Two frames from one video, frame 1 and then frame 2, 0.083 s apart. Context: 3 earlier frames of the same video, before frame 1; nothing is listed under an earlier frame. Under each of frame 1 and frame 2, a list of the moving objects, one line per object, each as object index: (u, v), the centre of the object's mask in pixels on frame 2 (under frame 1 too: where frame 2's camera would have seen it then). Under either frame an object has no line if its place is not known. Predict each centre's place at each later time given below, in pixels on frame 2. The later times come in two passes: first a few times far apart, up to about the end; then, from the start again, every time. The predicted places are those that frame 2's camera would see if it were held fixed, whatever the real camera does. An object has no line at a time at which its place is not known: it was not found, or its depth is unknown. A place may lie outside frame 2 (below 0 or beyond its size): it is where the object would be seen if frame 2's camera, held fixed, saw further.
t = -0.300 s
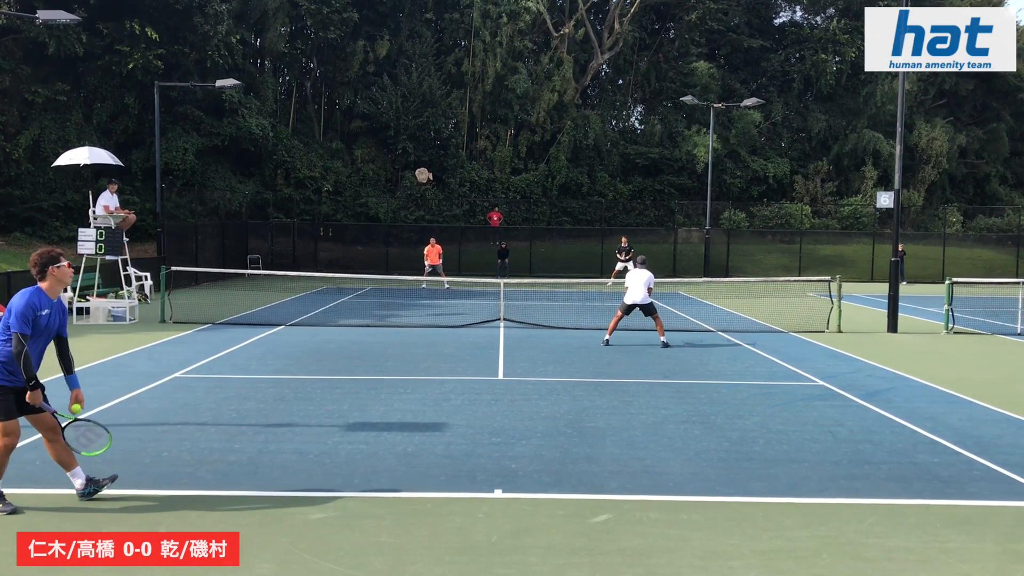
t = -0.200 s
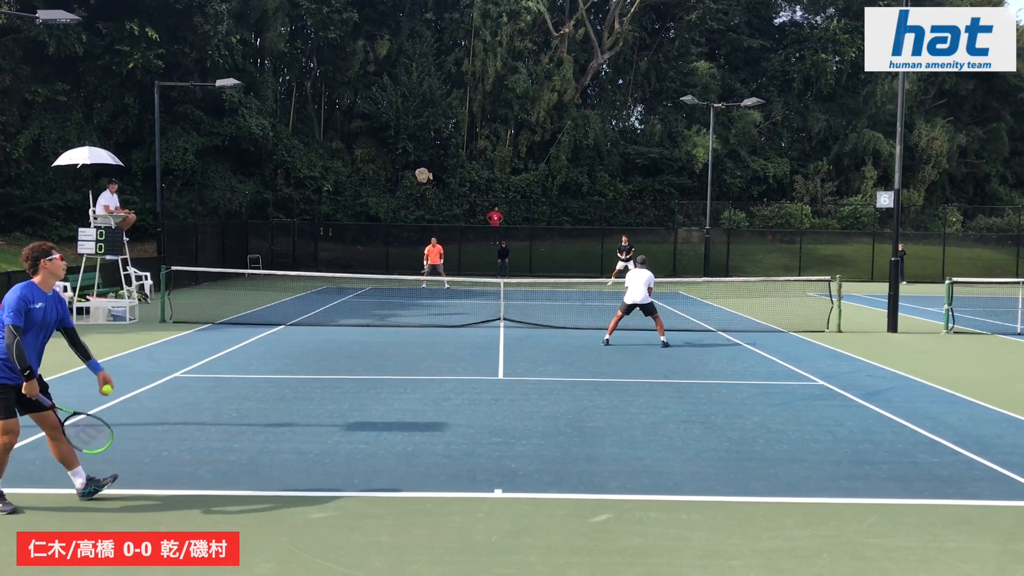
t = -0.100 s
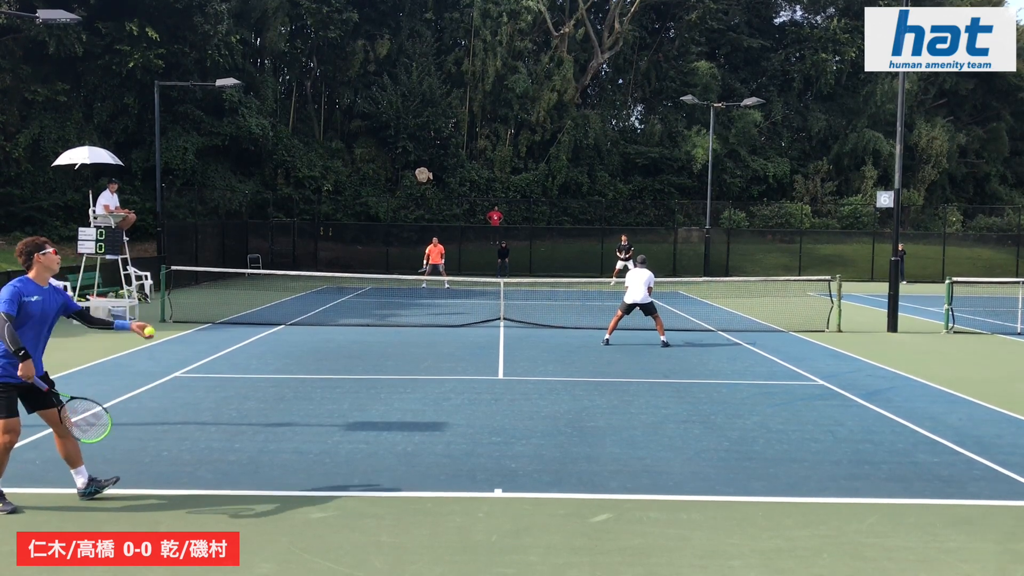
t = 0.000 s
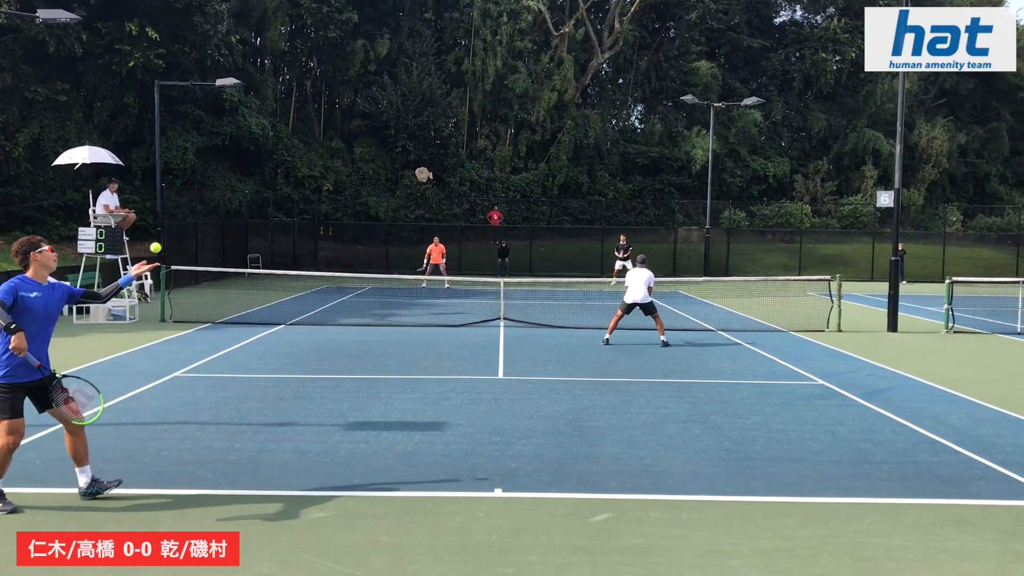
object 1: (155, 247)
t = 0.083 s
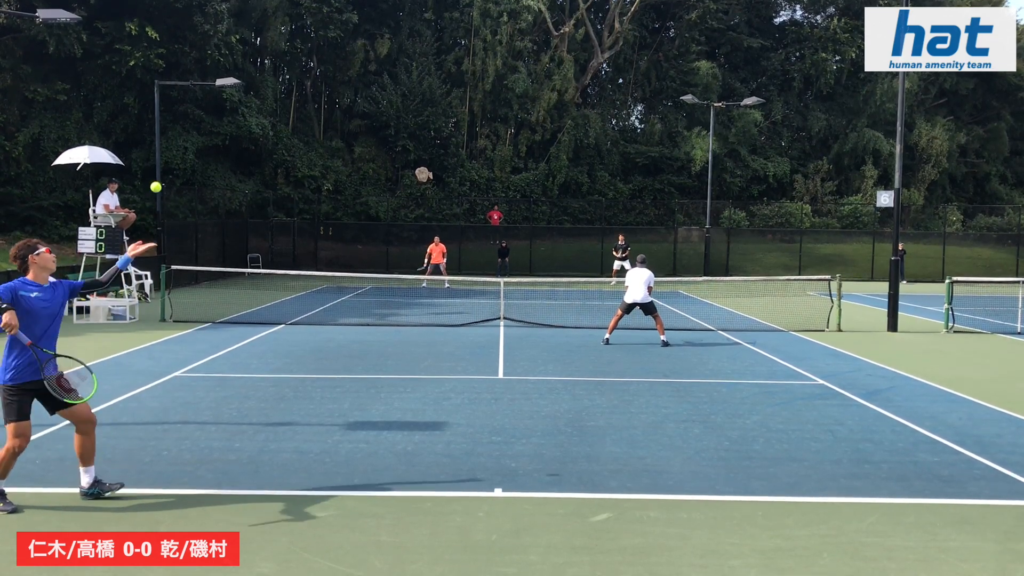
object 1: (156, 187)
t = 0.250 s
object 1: (156, 97)
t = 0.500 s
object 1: (156, 37)
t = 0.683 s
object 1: (156, 48)
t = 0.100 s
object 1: (156, 176)
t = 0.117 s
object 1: (156, 166)
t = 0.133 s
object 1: (156, 156)
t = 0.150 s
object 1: (156, 146)
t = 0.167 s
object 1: (156, 137)
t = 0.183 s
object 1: (156, 128)
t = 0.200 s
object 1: (156, 120)
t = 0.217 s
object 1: (156, 112)
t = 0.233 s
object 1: (156, 104)
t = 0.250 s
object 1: (156, 97)
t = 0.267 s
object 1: (156, 90)
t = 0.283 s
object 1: (156, 84)
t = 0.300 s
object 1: (156, 78)
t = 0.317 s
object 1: (156, 73)
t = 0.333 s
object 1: (156, 67)
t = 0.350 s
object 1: (156, 63)
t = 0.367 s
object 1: (156, 58)
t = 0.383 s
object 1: (156, 54)
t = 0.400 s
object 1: (156, 51)
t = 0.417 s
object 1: (156, 48)
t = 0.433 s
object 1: (156, 45)
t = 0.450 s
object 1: (156, 42)
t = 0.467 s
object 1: (156, 40)
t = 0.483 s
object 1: (156, 38)
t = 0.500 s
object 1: (156, 37)
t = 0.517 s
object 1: (156, 36)
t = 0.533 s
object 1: (156, 36)
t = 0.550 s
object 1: (156, 36)
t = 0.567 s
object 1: (156, 36)
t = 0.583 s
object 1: (156, 36)
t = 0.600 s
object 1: (156, 37)
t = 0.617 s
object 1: (156, 39)
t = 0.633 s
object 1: (156, 40)
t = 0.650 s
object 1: (156, 43)
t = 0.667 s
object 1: (156, 45)
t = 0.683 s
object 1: (156, 48)
